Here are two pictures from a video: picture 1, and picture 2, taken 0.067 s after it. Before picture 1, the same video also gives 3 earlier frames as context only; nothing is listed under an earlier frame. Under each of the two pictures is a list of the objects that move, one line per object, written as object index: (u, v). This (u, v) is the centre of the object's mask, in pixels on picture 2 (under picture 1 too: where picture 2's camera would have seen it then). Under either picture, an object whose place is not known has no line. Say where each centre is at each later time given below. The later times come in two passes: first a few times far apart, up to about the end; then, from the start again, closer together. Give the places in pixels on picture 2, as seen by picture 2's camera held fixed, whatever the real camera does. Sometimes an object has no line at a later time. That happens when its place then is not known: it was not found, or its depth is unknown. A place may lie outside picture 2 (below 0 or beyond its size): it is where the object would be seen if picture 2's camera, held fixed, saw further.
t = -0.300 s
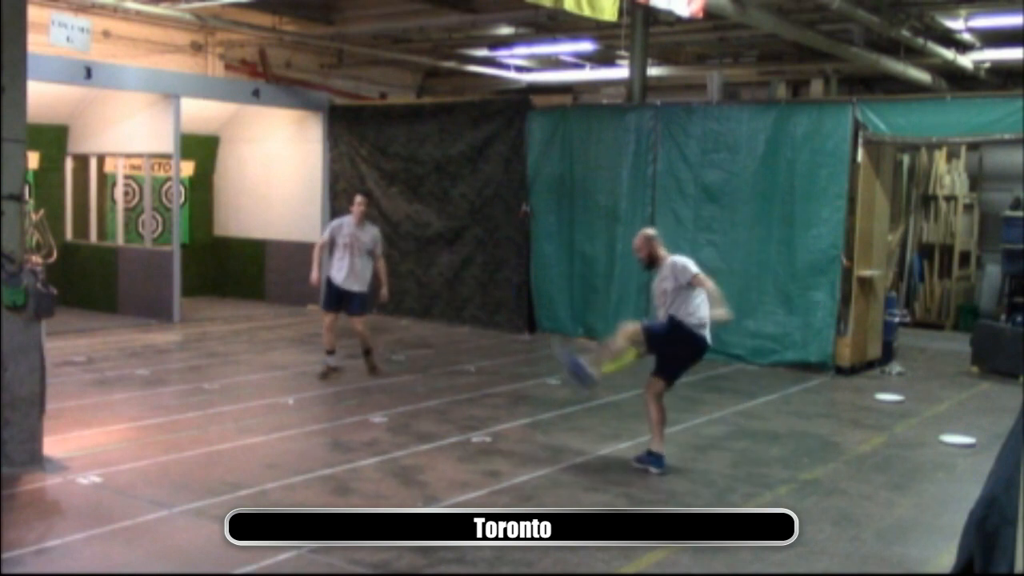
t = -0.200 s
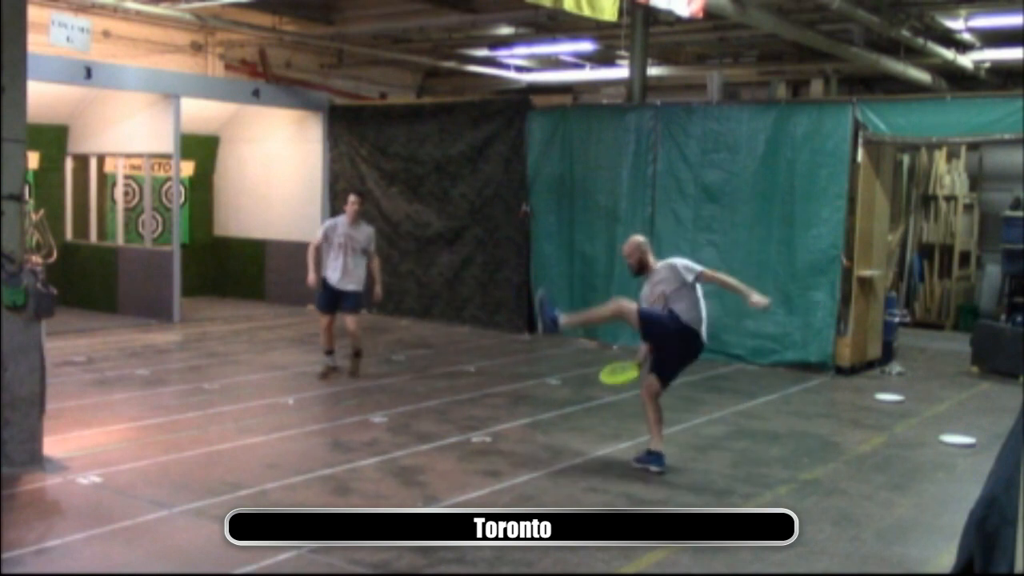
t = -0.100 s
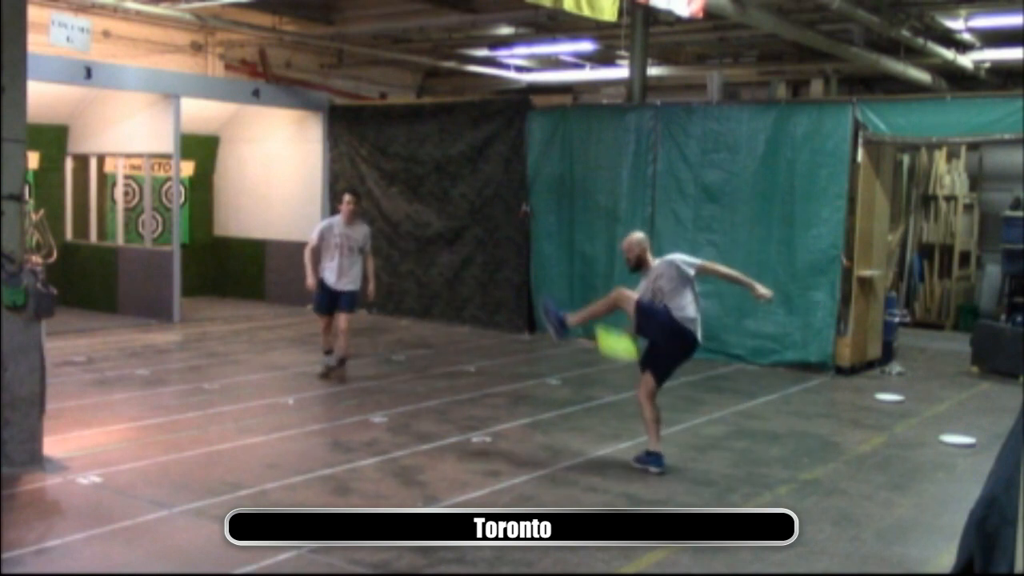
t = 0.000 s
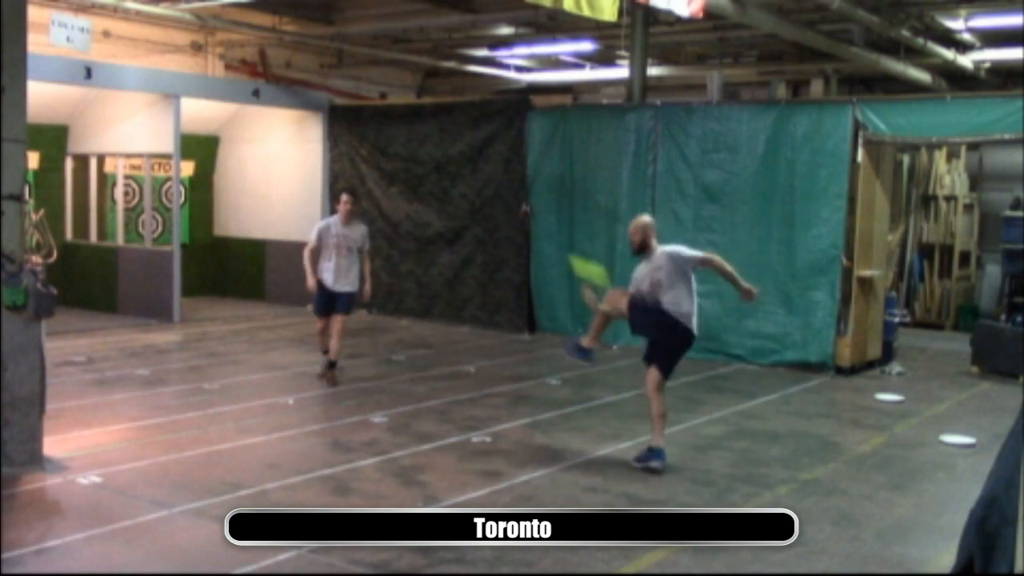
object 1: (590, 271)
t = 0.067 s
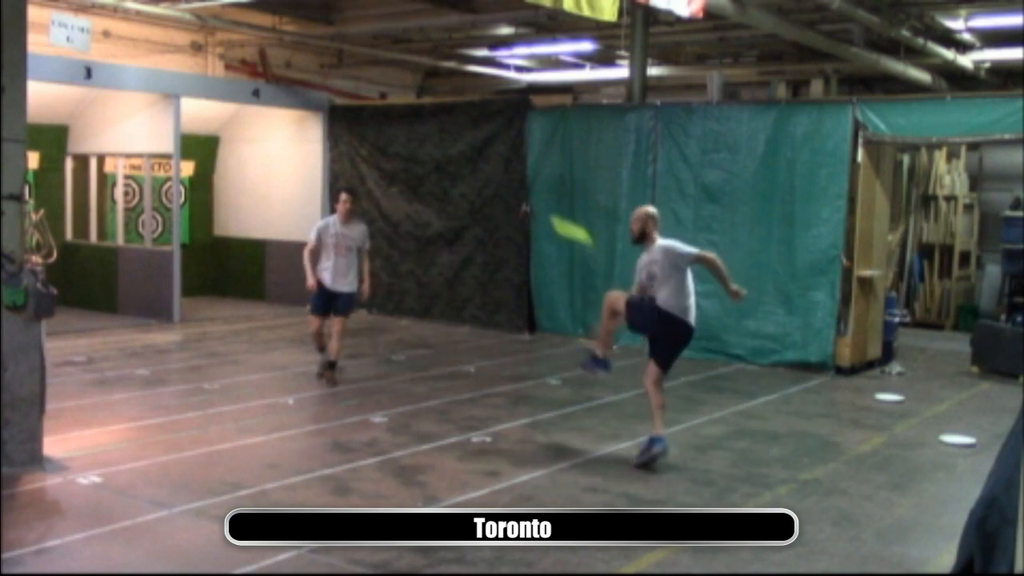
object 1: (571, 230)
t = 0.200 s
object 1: (534, 178)
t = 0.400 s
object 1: (483, 150)
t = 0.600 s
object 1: (439, 167)
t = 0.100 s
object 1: (562, 215)
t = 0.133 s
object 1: (553, 200)
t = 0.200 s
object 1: (534, 178)
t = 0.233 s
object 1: (525, 169)
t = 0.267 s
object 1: (517, 163)
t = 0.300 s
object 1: (507, 157)
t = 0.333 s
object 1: (500, 153)
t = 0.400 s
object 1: (483, 150)
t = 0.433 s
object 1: (475, 150)
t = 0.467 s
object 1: (467, 151)
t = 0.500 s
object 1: (460, 153)
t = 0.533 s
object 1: (453, 157)
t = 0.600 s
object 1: (439, 167)
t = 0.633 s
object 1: (431, 173)
